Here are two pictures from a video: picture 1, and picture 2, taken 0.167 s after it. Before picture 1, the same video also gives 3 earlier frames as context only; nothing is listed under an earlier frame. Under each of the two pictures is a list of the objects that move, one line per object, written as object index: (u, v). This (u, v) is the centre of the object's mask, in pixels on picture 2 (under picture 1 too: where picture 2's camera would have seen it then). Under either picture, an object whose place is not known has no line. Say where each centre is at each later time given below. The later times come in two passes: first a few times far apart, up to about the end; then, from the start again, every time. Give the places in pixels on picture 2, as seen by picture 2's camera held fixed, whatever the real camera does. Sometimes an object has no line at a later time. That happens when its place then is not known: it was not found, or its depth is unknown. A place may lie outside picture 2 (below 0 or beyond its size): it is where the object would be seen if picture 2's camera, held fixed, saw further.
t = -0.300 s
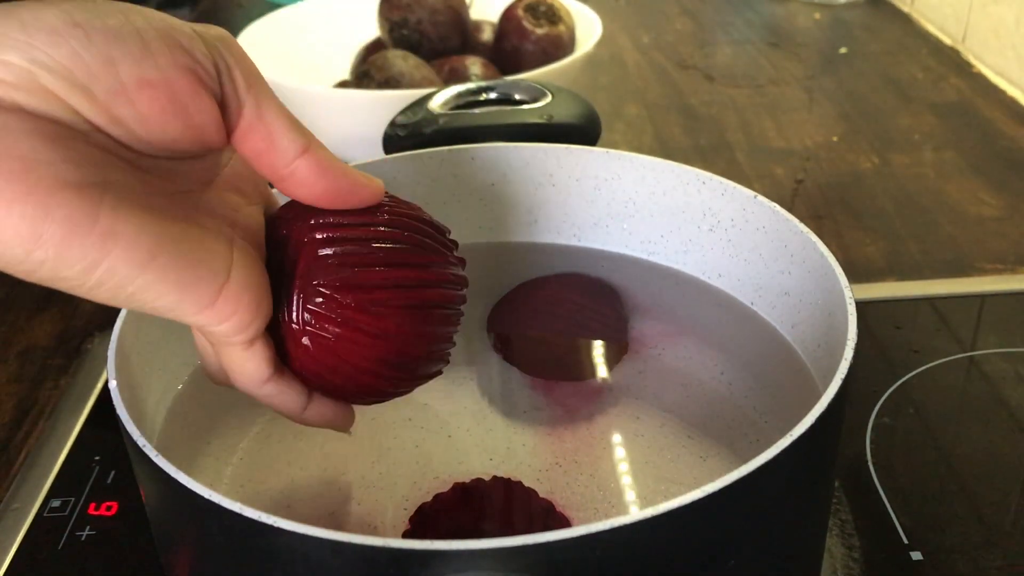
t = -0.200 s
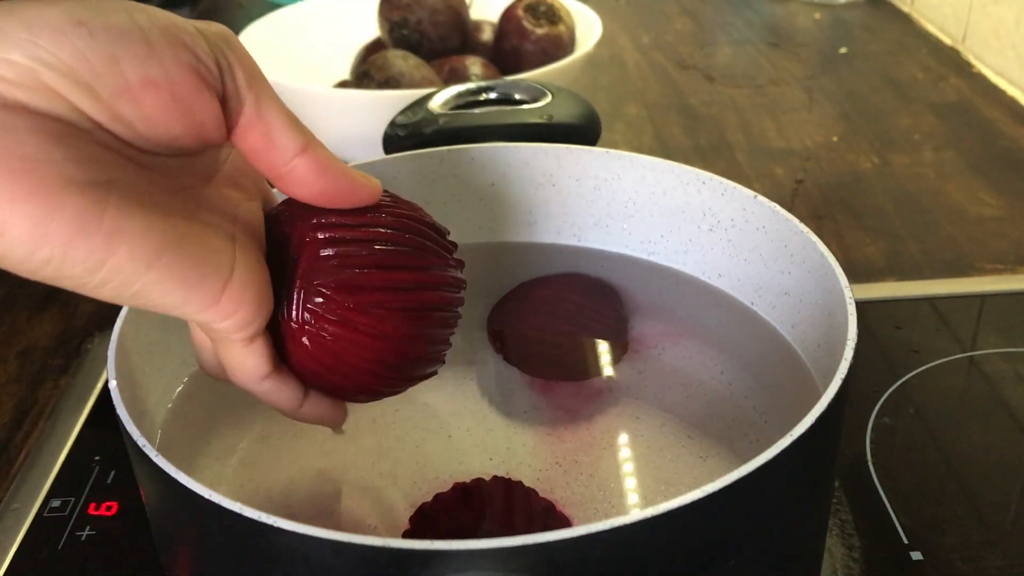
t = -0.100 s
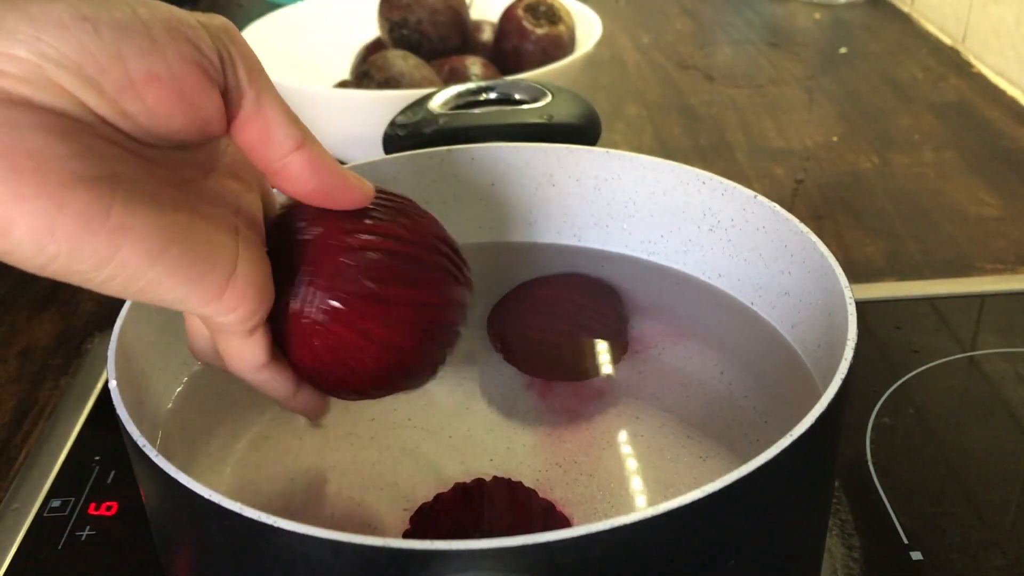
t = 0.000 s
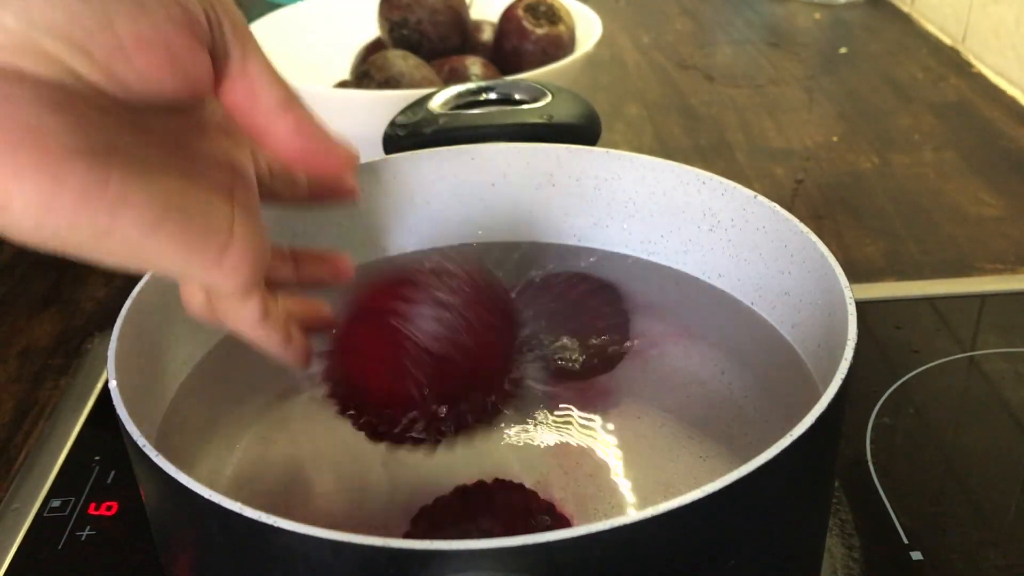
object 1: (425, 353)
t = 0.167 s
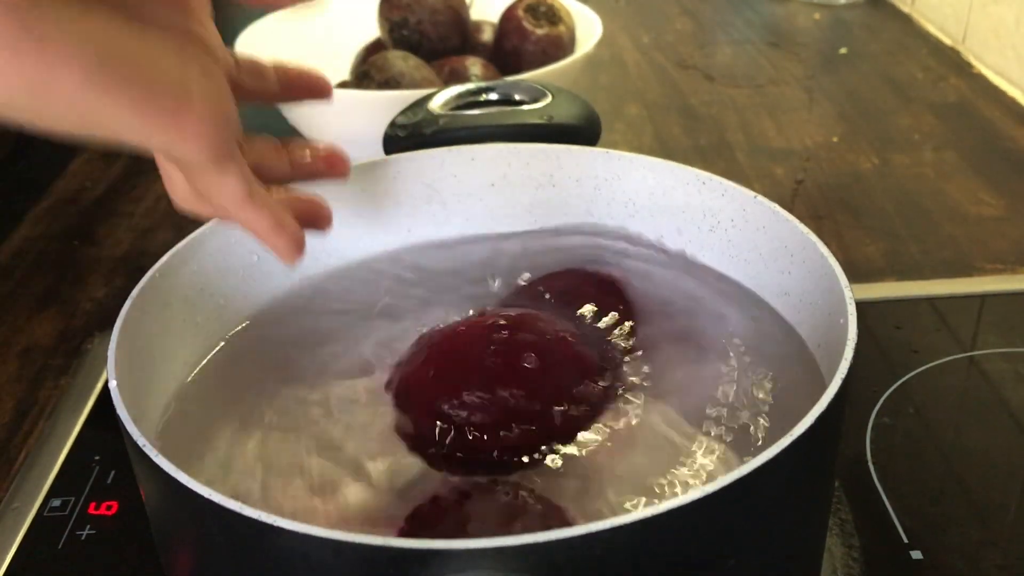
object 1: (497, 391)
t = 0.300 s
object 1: (526, 407)
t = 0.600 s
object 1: (611, 436)
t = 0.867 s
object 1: (668, 442)
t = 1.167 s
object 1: (676, 447)
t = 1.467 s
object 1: (661, 460)
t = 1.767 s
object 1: (666, 461)
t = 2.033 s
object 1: (663, 465)
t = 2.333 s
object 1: (665, 464)
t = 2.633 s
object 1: (659, 463)
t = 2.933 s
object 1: (653, 463)
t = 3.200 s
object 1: (653, 459)
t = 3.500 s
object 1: (650, 460)
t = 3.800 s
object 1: (653, 460)
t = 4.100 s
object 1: (655, 462)
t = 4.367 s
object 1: (657, 462)
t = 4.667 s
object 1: (657, 463)
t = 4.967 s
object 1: (657, 463)
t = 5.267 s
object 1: (657, 463)
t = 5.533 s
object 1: (656, 464)
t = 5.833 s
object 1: (657, 463)
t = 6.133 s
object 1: (656, 462)
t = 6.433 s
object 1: (657, 463)
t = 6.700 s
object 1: (656, 463)
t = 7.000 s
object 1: (656, 463)
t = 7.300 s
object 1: (655, 463)
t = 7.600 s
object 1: (655, 463)
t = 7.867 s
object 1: (654, 463)
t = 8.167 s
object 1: (654, 463)
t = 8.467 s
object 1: (655, 463)
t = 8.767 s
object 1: (654, 463)
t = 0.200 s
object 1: (503, 390)
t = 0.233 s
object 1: (513, 386)
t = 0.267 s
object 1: (520, 398)
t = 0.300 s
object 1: (526, 407)
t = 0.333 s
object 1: (534, 421)
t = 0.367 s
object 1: (547, 441)
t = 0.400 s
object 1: (558, 437)
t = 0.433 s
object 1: (564, 436)
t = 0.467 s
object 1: (567, 441)
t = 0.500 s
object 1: (574, 443)
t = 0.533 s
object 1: (587, 437)
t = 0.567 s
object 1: (600, 436)
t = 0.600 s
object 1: (611, 436)
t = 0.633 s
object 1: (620, 438)
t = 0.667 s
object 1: (622, 441)
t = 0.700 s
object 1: (636, 446)
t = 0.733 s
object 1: (648, 440)
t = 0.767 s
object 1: (652, 442)
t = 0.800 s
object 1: (655, 442)
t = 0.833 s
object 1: (662, 441)
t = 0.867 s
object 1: (668, 442)
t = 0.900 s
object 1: (669, 442)
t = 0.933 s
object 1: (670, 442)
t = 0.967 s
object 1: (674, 441)
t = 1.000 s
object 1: (678, 444)
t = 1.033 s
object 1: (684, 445)
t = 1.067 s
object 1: (680, 448)
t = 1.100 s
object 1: (684, 445)
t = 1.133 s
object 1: (679, 445)
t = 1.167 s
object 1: (676, 447)
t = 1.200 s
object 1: (675, 449)
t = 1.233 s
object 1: (674, 449)
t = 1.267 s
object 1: (677, 451)
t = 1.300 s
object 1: (678, 451)
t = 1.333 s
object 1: (675, 453)
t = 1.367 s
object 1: (673, 456)
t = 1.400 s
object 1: (669, 459)
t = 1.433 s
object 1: (667, 460)
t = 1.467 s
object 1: (661, 460)
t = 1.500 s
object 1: (666, 458)
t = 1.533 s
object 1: (666, 458)
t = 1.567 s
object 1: (665, 459)
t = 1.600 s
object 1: (663, 460)
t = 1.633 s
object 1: (667, 460)
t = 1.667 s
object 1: (668, 461)
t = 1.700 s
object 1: (669, 461)
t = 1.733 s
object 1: (669, 462)
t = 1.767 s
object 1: (666, 461)
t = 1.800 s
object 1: (664, 461)
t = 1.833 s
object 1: (662, 462)
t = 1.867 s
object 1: (665, 463)
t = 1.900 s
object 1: (668, 462)
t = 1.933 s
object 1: (661, 465)
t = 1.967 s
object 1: (665, 465)
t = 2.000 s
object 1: (665, 465)
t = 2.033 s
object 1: (663, 465)
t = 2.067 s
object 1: (666, 467)
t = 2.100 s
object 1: (664, 464)
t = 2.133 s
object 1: (665, 465)
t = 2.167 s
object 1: (665, 465)
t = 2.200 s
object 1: (663, 465)
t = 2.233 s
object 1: (664, 464)
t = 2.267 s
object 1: (664, 464)
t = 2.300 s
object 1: (662, 465)
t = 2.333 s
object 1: (665, 464)
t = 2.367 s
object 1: (665, 464)
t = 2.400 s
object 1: (666, 464)
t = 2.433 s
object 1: (662, 464)
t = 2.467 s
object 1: (662, 464)
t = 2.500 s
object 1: (661, 466)
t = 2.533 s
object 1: (658, 465)
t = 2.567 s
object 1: (657, 465)
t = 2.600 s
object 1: (657, 464)
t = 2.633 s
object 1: (659, 463)
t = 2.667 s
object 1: (660, 462)
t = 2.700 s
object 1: (661, 462)
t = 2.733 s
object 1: (663, 462)
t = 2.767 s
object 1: (661, 463)
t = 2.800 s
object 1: (660, 461)
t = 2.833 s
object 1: (660, 461)
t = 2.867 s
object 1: (656, 461)
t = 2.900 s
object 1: (655, 462)
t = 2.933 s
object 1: (653, 463)
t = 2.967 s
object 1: (652, 463)
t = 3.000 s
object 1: (658, 461)
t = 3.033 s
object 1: (655, 462)
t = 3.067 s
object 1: (655, 462)
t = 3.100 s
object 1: (656, 459)
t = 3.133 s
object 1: (654, 459)
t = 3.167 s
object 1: (655, 460)
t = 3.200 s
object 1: (653, 459)
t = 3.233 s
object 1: (652, 459)
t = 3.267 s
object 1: (651, 459)
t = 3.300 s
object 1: (652, 461)
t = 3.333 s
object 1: (652, 461)
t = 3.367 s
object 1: (653, 461)
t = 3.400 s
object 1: (653, 461)
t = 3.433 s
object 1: (654, 464)
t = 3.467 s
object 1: (653, 462)
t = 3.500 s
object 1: (650, 460)
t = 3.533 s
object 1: (650, 461)
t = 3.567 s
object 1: (650, 461)
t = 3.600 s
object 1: (650, 461)
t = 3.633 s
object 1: (651, 462)
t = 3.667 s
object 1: (653, 461)
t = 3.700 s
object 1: (654, 461)
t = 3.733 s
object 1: (654, 461)
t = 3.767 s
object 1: (654, 461)
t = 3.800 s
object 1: (653, 460)
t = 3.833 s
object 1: (652, 459)
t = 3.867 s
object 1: (653, 460)
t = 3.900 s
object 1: (654, 459)
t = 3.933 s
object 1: (652, 458)
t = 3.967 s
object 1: (654, 462)
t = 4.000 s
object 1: (653, 463)
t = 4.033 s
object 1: (654, 462)
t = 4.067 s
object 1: (655, 462)
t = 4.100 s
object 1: (655, 462)
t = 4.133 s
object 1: (653, 460)
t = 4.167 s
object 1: (655, 462)
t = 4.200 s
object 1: (654, 462)
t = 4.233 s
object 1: (654, 461)
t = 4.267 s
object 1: (653, 460)
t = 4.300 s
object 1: (655, 461)
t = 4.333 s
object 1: (656, 461)
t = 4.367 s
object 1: (657, 462)
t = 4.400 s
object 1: (656, 461)
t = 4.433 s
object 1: (656, 463)
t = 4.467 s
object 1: (654, 460)
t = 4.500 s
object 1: (651, 461)
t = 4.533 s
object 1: (651, 463)
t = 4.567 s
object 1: (654, 463)
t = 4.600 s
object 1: (656, 463)
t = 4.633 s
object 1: (657, 463)
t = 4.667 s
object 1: (657, 463)
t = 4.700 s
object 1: (656, 461)
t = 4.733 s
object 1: (655, 460)
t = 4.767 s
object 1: (657, 463)
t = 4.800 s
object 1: (657, 462)
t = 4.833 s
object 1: (658, 463)
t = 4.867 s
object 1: (658, 463)
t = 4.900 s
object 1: (657, 463)
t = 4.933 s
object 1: (657, 463)
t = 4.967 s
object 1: (657, 463)
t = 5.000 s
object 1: (658, 463)
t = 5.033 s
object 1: (658, 463)
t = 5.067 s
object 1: (659, 463)
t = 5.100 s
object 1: (658, 464)
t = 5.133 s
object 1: (658, 463)
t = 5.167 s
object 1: (656, 458)
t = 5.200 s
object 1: (655, 460)
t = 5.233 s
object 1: (657, 463)
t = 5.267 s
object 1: (657, 463)
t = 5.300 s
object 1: (657, 463)
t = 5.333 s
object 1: (657, 463)
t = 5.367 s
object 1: (656, 463)
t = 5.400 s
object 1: (657, 463)
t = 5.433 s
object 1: (658, 463)
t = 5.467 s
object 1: (656, 460)
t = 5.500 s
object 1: (656, 462)
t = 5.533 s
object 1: (656, 464)
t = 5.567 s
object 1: (656, 464)
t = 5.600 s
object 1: (656, 464)
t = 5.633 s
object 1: (656, 464)
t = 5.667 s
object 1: (656, 464)
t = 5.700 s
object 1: (657, 463)
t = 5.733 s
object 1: (657, 464)
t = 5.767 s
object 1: (657, 464)
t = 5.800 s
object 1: (656, 463)
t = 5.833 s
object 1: (657, 463)
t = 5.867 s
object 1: (656, 462)
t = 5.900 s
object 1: (657, 463)
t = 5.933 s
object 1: (657, 463)
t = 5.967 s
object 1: (656, 463)
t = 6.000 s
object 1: (656, 463)
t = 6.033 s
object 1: (656, 464)
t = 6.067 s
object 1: (657, 463)
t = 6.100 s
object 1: (657, 463)
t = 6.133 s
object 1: (656, 462)
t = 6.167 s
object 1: (655, 462)
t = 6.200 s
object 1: (656, 463)
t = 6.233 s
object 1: (657, 463)
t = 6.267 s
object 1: (656, 463)
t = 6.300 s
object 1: (656, 463)
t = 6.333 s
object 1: (656, 463)
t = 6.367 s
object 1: (656, 463)
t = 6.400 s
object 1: (657, 463)
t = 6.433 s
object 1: (657, 463)
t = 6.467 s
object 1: (656, 462)
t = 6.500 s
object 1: (656, 463)
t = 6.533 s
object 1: (657, 463)
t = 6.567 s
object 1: (656, 463)
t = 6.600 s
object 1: (656, 463)
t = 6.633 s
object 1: (656, 463)
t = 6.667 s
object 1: (656, 463)
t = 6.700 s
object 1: (656, 463)
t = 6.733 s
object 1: (657, 464)
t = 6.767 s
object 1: (657, 464)
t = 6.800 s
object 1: (656, 463)
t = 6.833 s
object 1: (656, 463)
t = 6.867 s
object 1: (656, 463)
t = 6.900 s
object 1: (656, 463)
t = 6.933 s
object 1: (656, 463)
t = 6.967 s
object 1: (655, 462)
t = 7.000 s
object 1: (656, 463)
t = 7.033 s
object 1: (656, 463)
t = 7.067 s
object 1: (656, 463)
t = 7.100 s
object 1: (657, 463)
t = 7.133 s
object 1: (657, 463)
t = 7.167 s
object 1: (654, 461)
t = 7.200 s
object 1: (655, 462)
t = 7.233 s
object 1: (656, 463)
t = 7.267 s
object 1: (656, 463)
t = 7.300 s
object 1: (655, 463)
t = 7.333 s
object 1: (655, 463)
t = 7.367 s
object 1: (655, 463)
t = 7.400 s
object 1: (656, 463)
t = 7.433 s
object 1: (656, 463)
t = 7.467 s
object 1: (656, 463)
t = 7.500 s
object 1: (655, 463)
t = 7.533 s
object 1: (655, 463)
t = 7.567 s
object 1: (655, 463)
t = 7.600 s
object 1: (655, 463)
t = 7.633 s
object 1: (654, 463)
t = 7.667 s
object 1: (654, 462)
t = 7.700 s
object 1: (655, 463)
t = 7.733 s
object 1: (654, 463)
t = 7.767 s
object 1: (654, 463)
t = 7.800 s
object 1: (654, 463)
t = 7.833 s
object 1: (654, 463)
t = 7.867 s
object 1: (654, 463)
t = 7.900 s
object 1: (654, 463)
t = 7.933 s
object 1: (653, 463)
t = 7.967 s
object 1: (653, 463)
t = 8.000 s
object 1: (653, 463)
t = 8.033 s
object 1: (653, 463)
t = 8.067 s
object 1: (653, 463)
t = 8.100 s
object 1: (654, 463)
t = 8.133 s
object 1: (654, 463)
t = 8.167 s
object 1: (654, 463)
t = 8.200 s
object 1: (654, 463)
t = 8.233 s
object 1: (654, 463)
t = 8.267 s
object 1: (654, 463)
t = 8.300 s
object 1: (654, 463)
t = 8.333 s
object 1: (654, 463)
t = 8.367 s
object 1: (654, 463)
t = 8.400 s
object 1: (654, 463)
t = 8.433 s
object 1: (655, 463)
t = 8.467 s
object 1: (655, 463)
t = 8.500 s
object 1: (655, 463)
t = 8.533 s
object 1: (655, 463)
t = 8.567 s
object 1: (654, 463)
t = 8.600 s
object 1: (654, 462)
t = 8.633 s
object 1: (654, 463)
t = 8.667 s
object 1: (654, 463)
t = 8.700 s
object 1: (654, 463)
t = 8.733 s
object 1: (654, 463)
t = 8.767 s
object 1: (654, 463)
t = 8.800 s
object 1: (654, 463)
